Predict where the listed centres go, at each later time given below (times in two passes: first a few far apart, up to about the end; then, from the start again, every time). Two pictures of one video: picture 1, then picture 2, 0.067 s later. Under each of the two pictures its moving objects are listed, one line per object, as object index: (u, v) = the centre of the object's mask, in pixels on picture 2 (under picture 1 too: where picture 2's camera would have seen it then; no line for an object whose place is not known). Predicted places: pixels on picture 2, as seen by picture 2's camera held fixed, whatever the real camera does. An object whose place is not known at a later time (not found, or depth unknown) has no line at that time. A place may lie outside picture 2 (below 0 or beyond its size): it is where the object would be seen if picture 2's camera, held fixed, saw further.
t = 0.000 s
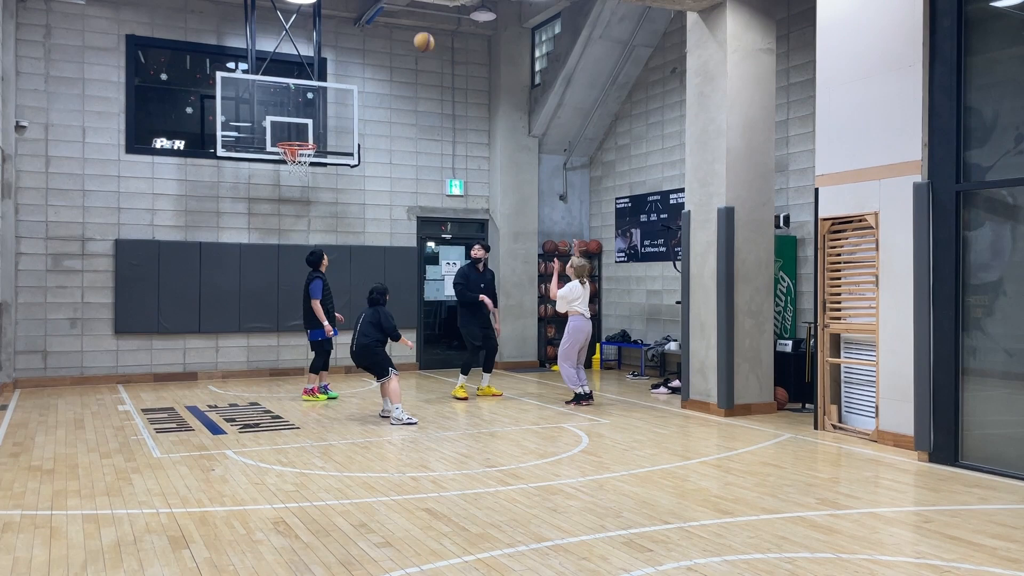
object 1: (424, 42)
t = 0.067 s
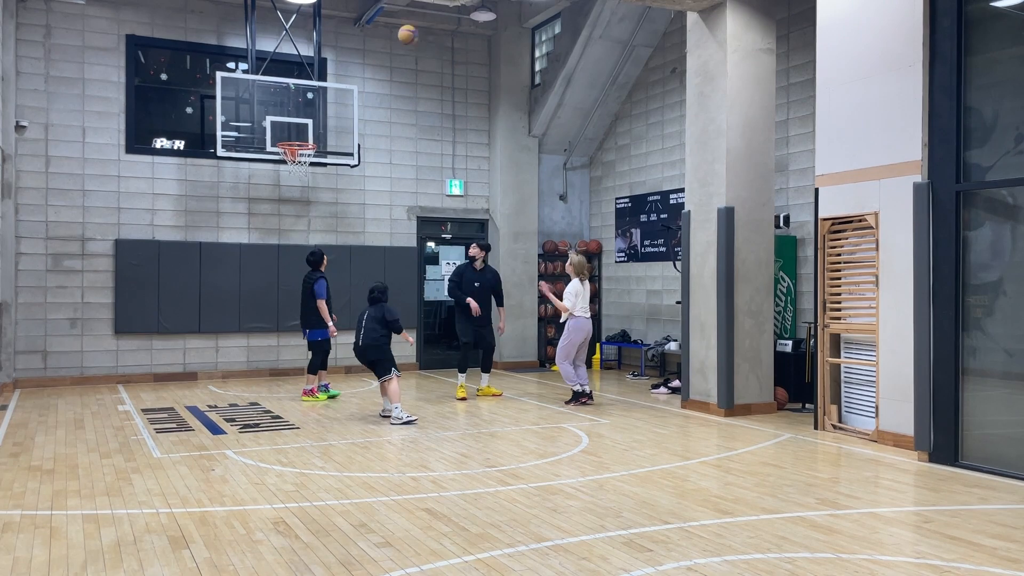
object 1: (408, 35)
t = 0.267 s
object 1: (362, 35)
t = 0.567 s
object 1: (299, 92)
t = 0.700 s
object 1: (289, 127)
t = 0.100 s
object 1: (399, 32)
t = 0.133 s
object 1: (392, 31)
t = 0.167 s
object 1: (384, 31)
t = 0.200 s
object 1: (376, 32)
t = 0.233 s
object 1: (369, 33)
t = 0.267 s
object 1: (362, 35)
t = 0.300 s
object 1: (355, 39)
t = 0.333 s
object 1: (348, 42)
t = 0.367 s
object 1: (340, 47)
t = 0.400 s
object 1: (334, 53)
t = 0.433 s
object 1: (326, 59)
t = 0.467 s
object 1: (319, 67)
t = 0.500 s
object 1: (313, 74)
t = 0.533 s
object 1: (306, 83)
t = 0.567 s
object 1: (299, 92)
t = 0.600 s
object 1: (293, 103)
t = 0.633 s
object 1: (291, 110)
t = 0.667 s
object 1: (290, 117)
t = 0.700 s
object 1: (289, 127)
